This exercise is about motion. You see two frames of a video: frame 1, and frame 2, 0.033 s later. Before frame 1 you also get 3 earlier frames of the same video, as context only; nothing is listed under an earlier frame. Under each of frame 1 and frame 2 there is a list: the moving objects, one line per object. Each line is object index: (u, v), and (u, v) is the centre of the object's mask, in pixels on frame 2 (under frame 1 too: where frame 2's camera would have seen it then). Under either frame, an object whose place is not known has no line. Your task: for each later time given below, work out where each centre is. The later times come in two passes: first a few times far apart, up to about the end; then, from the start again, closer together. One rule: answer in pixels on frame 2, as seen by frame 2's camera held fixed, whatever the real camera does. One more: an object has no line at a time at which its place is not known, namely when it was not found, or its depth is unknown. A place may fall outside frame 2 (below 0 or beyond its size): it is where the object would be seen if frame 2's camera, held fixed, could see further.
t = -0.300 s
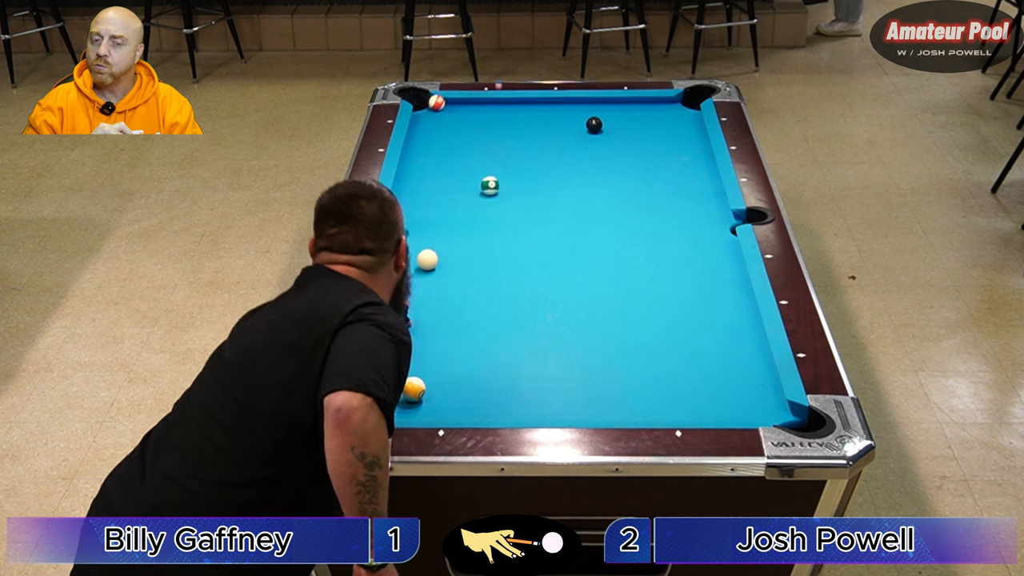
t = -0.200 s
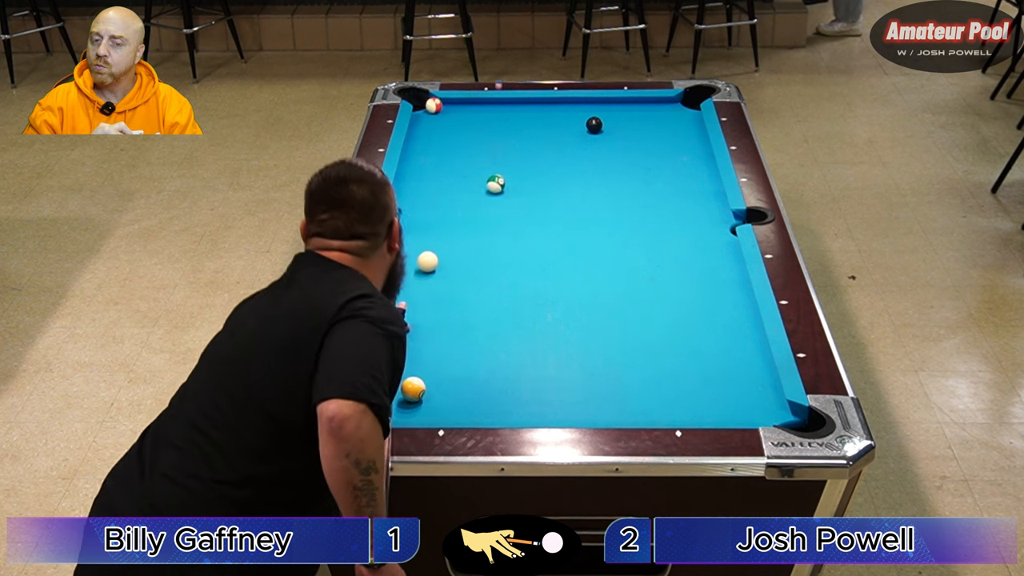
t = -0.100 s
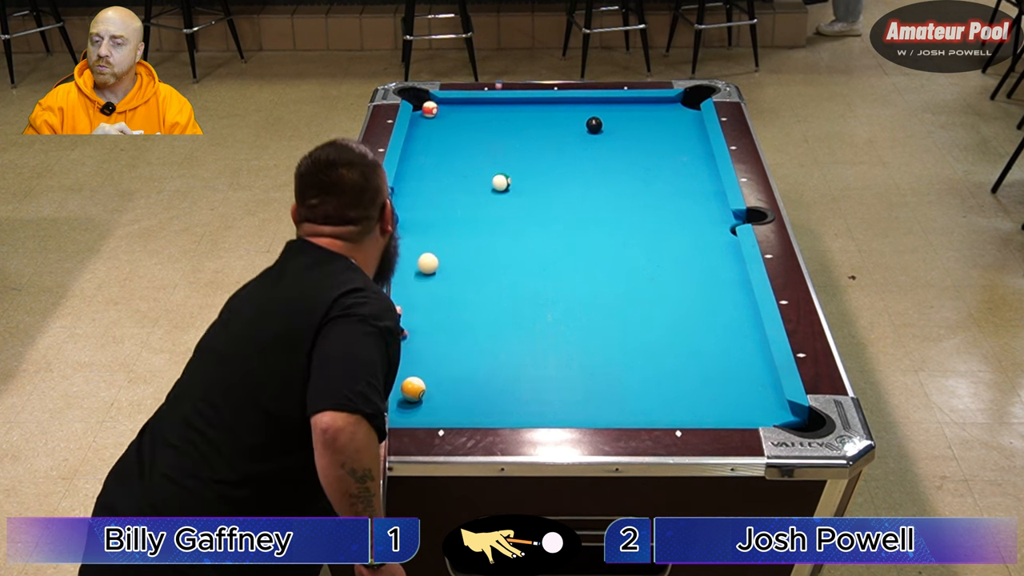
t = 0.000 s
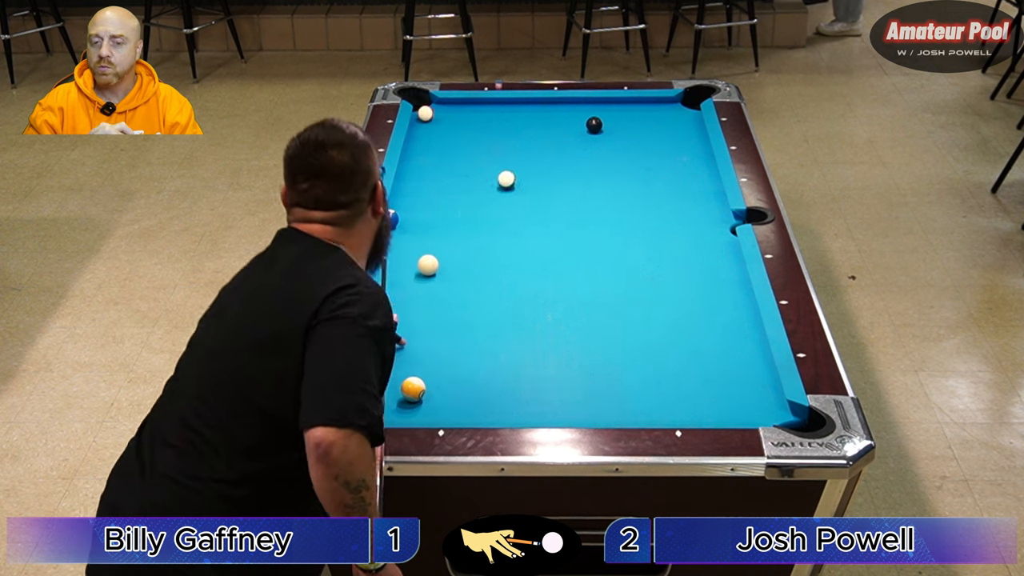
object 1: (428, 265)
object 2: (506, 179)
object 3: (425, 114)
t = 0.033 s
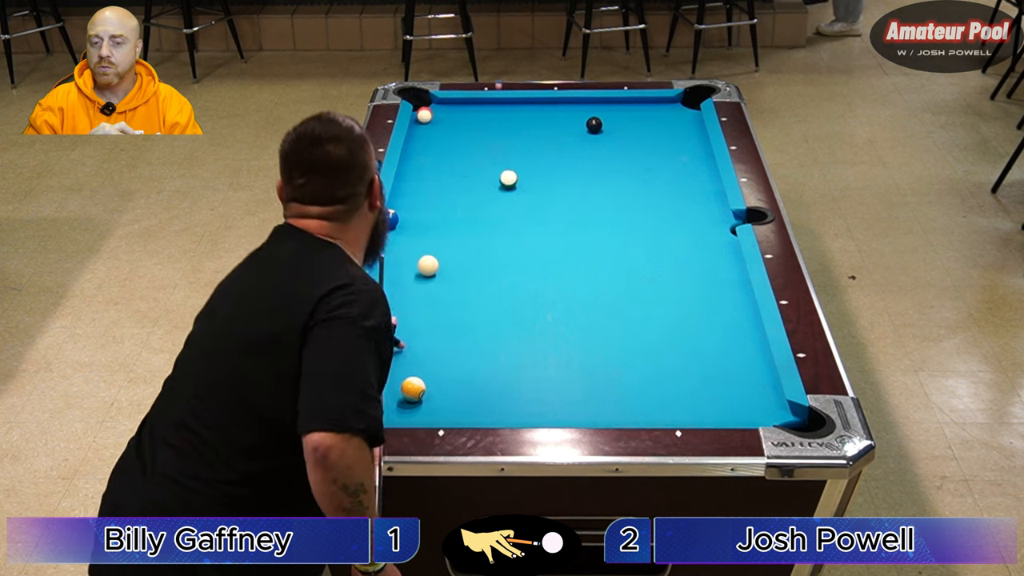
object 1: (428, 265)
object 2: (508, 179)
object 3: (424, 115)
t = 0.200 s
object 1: (428, 267)
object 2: (516, 177)
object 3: (417, 121)
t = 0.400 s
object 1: (428, 270)
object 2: (526, 175)
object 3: (419, 127)
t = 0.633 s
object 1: (428, 271)
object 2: (534, 172)
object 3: (422, 133)
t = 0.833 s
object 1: (428, 272)
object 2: (542, 170)
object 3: (424, 138)
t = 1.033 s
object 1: (429, 273)
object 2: (548, 169)
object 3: (426, 144)
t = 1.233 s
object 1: (429, 273)
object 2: (554, 167)
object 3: (428, 148)
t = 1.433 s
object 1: (429, 273)
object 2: (559, 166)
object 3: (430, 152)
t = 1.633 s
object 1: (429, 273)
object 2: (563, 165)
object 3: (431, 156)
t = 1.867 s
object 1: (429, 273)
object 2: (566, 165)
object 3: (433, 161)
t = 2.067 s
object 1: (429, 273)
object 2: (568, 165)
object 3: (434, 164)
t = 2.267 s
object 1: (430, 273)
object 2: (569, 165)
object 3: (435, 167)
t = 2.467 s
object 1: (429, 273)
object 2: (569, 165)
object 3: (436, 169)
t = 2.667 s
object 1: (429, 273)
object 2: (570, 165)
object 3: (436, 172)
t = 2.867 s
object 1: (429, 273)
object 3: (437, 173)
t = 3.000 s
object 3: (438, 172)
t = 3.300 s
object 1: (429, 273)
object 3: (436, 175)
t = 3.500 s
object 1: (429, 273)
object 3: (436, 176)
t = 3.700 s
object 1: (429, 273)
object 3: (435, 177)
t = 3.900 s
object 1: (429, 273)
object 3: (435, 177)
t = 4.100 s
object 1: (429, 273)
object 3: (435, 177)
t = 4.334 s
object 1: (429, 273)
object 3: (435, 177)
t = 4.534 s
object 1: (429, 273)
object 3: (435, 177)
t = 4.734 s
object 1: (429, 273)
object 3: (435, 177)
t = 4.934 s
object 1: (429, 273)
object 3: (435, 177)
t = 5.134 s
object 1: (429, 273)
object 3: (435, 177)
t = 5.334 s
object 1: (429, 273)
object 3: (435, 177)
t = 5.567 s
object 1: (429, 273)
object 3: (435, 177)
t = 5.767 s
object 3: (434, 176)
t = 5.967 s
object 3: (435, 176)
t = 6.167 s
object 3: (435, 176)
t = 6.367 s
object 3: (435, 177)
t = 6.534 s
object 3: (439, 177)
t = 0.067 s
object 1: (428, 266)
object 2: (510, 179)
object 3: (423, 116)
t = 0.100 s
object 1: (428, 266)
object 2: (512, 179)
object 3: (421, 117)
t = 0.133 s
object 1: (428, 267)
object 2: (514, 178)
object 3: (420, 118)
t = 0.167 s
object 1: (428, 267)
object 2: (515, 177)
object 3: (419, 120)
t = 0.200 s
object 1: (428, 267)
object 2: (516, 177)
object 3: (417, 121)
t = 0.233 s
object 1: (428, 268)
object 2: (518, 177)
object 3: (417, 122)
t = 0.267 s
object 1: (428, 268)
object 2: (520, 177)
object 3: (417, 124)
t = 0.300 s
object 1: (428, 269)
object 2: (521, 176)
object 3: (418, 124)
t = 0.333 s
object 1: (428, 269)
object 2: (523, 176)
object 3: (418, 125)
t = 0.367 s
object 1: (428, 269)
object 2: (524, 175)
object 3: (419, 126)
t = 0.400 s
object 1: (428, 270)
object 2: (526, 175)
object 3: (419, 127)
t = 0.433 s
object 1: (428, 270)
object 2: (527, 174)
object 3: (419, 128)
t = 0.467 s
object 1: (428, 270)
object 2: (528, 174)
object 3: (420, 129)
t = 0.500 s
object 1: (428, 270)
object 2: (529, 174)
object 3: (420, 130)
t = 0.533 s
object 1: (428, 271)
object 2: (530, 173)
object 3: (420, 131)
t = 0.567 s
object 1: (428, 271)
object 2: (532, 173)
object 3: (421, 131)
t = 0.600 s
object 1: (428, 271)
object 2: (533, 173)
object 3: (421, 132)
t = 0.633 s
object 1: (428, 271)
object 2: (534, 172)
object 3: (422, 133)
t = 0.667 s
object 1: (428, 271)
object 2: (536, 172)
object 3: (422, 134)
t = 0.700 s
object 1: (428, 272)
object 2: (537, 171)
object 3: (422, 135)
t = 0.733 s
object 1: (428, 272)
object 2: (538, 171)
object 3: (423, 136)
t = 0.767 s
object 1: (428, 272)
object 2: (539, 171)
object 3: (423, 137)
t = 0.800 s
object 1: (428, 272)
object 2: (541, 171)
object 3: (424, 138)
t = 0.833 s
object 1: (428, 272)
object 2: (542, 170)
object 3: (424, 138)
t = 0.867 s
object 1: (429, 272)
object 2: (543, 170)
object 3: (424, 139)
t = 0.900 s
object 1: (429, 272)
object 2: (544, 170)
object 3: (425, 140)
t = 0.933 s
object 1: (429, 273)
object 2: (545, 170)
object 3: (425, 141)
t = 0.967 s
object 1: (429, 273)
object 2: (546, 169)
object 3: (425, 142)
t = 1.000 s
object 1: (429, 273)
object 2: (547, 169)
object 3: (426, 143)
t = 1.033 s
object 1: (429, 273)
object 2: (548, 169)
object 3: (426, 144)
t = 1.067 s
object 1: (429, 273)
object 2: (549, 169)
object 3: (426, 144)
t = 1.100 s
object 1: (429, 273)
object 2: (550, 168)
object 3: (427, 145)
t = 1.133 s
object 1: (429, 273)
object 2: (551, 168)
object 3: (427, 146)
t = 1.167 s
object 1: (429, 273)
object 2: (552, 168)
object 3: (428, 147)
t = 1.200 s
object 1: (429, 273)
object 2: (553, 167)
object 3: (428, 147)
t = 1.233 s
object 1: (429, 273)
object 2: (554, 167)
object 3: (428, 148)
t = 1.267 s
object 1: (429, 273)
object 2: (555, 167)
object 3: (428, 149)
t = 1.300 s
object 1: (429, 273)
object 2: (555, 166)
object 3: (429, 150)
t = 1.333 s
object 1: (429, 273)
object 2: (556, 166)
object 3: (429, 150)
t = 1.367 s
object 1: (429, 273)
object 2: (557, 166)
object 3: (429, 151)
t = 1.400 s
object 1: (429, 273)
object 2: (558, 166)
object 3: (430, 152)
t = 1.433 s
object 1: (429, 273)
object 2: (559, 166)
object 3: (430, 152)
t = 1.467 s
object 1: (429, 273)
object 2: (560, 166)
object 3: (430, 153)
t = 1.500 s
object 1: (429, 273)
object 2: (560, 166)
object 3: (431, 154)
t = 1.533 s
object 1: (429, 273)
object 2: (561, 165)
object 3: (431, 155)
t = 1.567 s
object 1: (429, 273)
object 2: (562, 166)
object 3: (431, 155)
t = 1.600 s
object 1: (429, 273)
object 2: (562, 166)
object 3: (431, 156)
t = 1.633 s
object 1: (429, 273)
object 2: (563, 165)
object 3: (431, 156)
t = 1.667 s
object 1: (429, 273)
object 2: (564, 165)
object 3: (432, 157)
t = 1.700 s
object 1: (429, 273)
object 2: (564, 165)
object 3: (432, 158)
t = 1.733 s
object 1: (429, 273)
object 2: (565, 165)
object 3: (432, 158)
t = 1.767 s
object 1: (429, 273)
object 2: (565, 165)
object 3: (432, 159)
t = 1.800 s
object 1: (429, 273)
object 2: (566, 165)
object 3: (432, 159)
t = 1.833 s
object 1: (429, 273)
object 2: (566, 165)
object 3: (433, 160)
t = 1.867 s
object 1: (429, 273)
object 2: (566, 165)
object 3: (433, 161)
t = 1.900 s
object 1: (429, 273)
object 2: (567, 165)
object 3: (433, 161)
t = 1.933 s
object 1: (429, 273)
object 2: (567, 165)
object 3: (433, 162)
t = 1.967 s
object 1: (429, 273)
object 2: (567, 165)
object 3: (433, 163)
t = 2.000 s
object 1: (429, 273)
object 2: (568, 165)
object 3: (434, 163)
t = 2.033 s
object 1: (429, 273)
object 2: (568, 165)
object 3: (434, 164)
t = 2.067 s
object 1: (429, 273)
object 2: (568, 165)
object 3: (434, 164)
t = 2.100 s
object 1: (429, 273)
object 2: (569, 165)
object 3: (434, 165)
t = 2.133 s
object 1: (429, 273)
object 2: (569, 165)
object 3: (434, 165)
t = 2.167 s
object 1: (429, 273)
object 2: (569, 165)
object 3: (434, 165)
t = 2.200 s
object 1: (429, 273)
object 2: (569, 165)
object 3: (434, 166)
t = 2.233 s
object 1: (429, 273)
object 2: (569, 165)
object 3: (434, 166)
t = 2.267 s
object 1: (430, 273)
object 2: (569, 165)
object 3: (435, 167)
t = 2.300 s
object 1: (428, 272)
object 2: (569, 165)
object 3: (435, 167)
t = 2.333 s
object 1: (429, 273)
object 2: (569, 165)
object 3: (435, 168)
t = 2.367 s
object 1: (429, 273)
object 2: (569, 165)
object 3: (435, 168)
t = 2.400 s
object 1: (429, 273)
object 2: (569, 165)
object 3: (435, 168)
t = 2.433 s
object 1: (429, 273)
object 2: (569, 165)
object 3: (435, 169)
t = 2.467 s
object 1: (429, 273)
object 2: (569, 165)
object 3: (436, 169)
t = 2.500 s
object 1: (429, 273)
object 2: (569, 165)
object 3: (436, 170)
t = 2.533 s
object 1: (429, 273)
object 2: (570, 165)
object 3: (436, 170)
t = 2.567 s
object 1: (429, 273)
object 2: (570, 165)
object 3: (436, 170)
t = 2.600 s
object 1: (429, 273)
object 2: (570, 165)
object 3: (436, 171)
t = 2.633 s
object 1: (429, 273)
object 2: (570, 165)
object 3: (436, 172)
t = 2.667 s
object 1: (429, 273)
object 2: (570, 165)
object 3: (436, 172)
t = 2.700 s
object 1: (429, 273)
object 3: (436, 172)
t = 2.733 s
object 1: (429, 273)
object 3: (436, 172)
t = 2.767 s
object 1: (429, 273)
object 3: (437, 172)
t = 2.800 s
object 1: (429, 273)
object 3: (436, 173)
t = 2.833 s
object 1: (429, 273)
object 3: (437, 173)
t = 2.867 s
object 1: (429, 273)
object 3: (437, 173)
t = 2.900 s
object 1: (432, 271)
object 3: (437, 174)
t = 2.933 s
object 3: (437, 174)
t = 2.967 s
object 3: (437, 174)
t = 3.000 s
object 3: (438, 172)
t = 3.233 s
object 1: (427, 273)
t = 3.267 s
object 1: (429, 273)
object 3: (431, 172)
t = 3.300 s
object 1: (429, 273)
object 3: (436, 175)
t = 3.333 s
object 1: (429, 273)
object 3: (436, 176)
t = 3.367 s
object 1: (429, 273)
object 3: (436, 176)
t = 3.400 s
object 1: (429, 273)
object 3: (436, 176)
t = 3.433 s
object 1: (429, 273)
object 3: (436, 176)
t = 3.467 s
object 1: (429, 273)
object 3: (436, 176)
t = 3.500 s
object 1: (429, 273)
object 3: (436, 176)
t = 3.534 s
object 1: (429, 273)
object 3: (436, 176)
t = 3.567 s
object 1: (429, 273)
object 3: (436, 176)
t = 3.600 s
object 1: (429, 273)
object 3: (436, 176)
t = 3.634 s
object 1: (429, 273)
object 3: (435, 176)
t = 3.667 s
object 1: (429, 273)
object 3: (435, 176)
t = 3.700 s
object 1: (429, 273)
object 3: (435, 177)
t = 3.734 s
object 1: (429, 273)
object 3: (435, 176)
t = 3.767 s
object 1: (429, 273)
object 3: (435, 176)
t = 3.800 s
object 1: (429, 273)
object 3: (435, 176)
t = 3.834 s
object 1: (429, 273)
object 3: (435, 176)
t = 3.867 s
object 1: (429, 273)
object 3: (435, 177)
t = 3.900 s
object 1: (429, 273)
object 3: (435, 177)
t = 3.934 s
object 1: (429, 273)
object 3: (435, 176)
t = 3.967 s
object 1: (429, 273)
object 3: (435, 177)
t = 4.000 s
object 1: (429, 273)
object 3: (435, 177)
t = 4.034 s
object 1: (429, 273)
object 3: (435, 177)
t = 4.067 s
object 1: (429, 273)
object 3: (435, 177)
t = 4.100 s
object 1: (429, 273)
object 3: (435, 177)
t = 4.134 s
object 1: (429, 273)
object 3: (435, 177)
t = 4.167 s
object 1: (429, 273)
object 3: (435, 177)
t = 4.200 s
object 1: (429, 273)
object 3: (435, 177)
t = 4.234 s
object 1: (429, 273)
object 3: (435, 177)
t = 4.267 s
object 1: (429, 273)
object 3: (435, 177)
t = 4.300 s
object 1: (429, 273)
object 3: (435, 177)
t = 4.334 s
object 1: (429, 273)
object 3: (435, 177)
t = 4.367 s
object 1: (429, 273)
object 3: (435, 177)
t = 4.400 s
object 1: (429, 273)
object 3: (435, 177)
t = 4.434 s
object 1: (429, 273)
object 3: (435, 177)
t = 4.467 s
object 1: (429, 273)
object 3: (435, 177)
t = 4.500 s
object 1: (429, 273)
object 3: (435, 177)
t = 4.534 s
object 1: (429, 273)
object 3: (435, 177)
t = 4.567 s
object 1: (429, 273)
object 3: (435, 177)
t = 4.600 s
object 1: (429, 273)
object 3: (435, 177)
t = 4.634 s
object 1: (429, 273)
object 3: (435, 177)
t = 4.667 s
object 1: (429, 273)
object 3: (435, 177)
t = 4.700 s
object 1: (429, 273)
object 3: (435, 177)
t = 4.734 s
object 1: (429, 273)
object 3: (435, 177)
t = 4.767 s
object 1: (429, 273)
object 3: (435, 176)
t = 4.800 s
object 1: (429, 273)
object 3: (435, 176)
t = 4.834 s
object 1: (429, 273)
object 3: (435, 176)
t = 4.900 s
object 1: (429, 273)
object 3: (435, 176)
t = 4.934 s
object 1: (429, 273)
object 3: (435, 177)
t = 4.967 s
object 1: (429, 273)
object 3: (435, 177)
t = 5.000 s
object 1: (429, 273)
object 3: (435, 176)
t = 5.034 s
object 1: (429, 273)
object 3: (435, 177)
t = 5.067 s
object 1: (429, 273)
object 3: (435, 177)
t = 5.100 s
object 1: (429, 273)
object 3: (435, 177)
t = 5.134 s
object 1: (429, 273)
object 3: (435, 177)
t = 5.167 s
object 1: (429, 273)
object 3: (435, 177)
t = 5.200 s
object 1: (429, 273)
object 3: (435, 177)
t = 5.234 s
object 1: (429, 273)
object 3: (435, 177)
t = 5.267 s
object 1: (429, 273)
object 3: (435, 177)
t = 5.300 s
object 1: (429, 273)
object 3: (435, 177)
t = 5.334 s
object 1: (429, 273)
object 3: (435, 177)
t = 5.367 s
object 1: (429, 273)
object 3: (435, 177)
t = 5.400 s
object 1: (429, 273)
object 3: (435, 177)
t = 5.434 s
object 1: (429, 273)
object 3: (435, 177)
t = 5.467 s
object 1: (429, 273)
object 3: (435, 177)
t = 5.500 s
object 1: (429, 273)
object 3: (435, 177)
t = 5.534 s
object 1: (429, 273)
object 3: (435, 177)
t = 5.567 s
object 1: (429, 273)
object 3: (435, 177)
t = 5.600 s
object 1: (429, 273)
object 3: (435, 177)
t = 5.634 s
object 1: (429, 273)
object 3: (435, 177)
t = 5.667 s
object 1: (429, 273)
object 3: (435, 177)
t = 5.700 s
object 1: (429, 273)
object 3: (435, 177)
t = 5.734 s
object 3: (435, 177)
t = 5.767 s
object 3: (434, 176)
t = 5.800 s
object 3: (435, 176)
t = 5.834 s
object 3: (435, 177)
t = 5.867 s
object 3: (435, 177)
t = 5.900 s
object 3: (435, 176)
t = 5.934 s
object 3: (435, 176)
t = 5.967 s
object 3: (435, 176)
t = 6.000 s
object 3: (435, 177)
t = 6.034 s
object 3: (435, 177)
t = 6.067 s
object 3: (435, 176)
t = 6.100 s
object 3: (435, 176)
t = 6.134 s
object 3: (435, 176)
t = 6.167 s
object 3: (435, 176)
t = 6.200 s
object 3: (435, 177)
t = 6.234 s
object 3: (435, 177)
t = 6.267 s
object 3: (435, 177)
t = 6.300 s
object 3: (435, 177)
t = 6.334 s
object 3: (435, 177)
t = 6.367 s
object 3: (435, 177)
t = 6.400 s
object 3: (435, 177)
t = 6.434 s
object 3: (435, 177)
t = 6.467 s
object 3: (435, 177)
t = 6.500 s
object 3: (436, 177)
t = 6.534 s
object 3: (439, 177)
